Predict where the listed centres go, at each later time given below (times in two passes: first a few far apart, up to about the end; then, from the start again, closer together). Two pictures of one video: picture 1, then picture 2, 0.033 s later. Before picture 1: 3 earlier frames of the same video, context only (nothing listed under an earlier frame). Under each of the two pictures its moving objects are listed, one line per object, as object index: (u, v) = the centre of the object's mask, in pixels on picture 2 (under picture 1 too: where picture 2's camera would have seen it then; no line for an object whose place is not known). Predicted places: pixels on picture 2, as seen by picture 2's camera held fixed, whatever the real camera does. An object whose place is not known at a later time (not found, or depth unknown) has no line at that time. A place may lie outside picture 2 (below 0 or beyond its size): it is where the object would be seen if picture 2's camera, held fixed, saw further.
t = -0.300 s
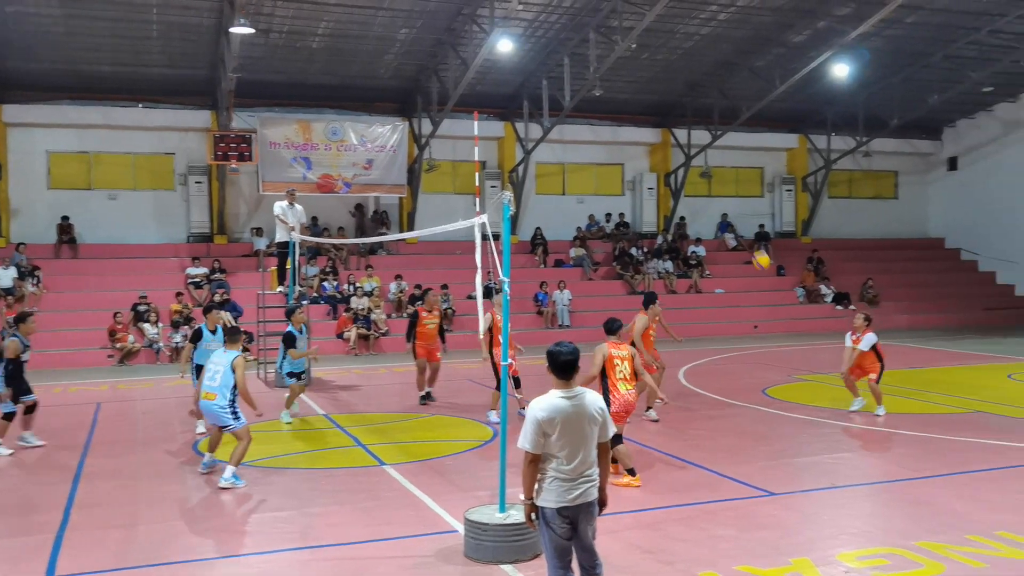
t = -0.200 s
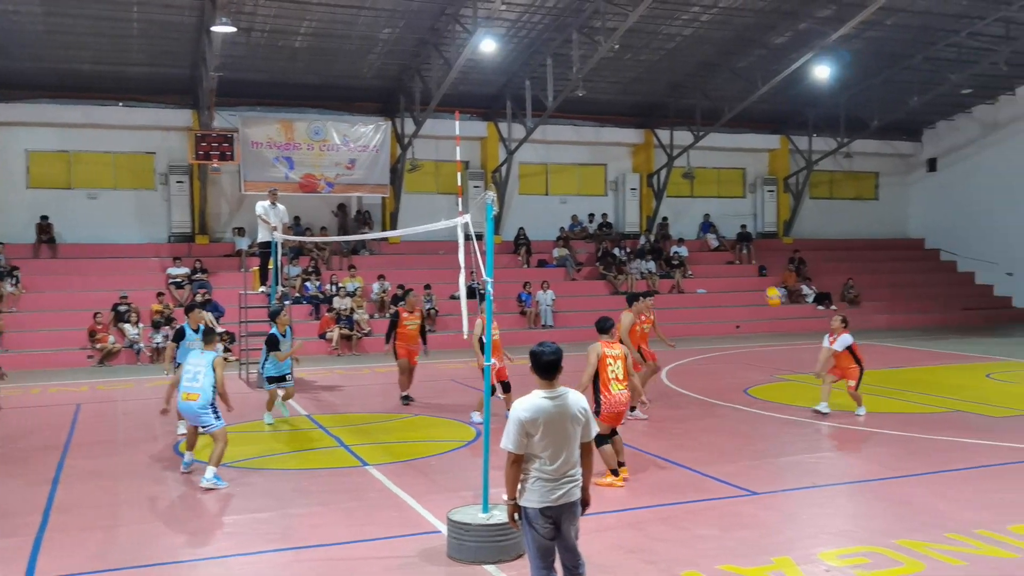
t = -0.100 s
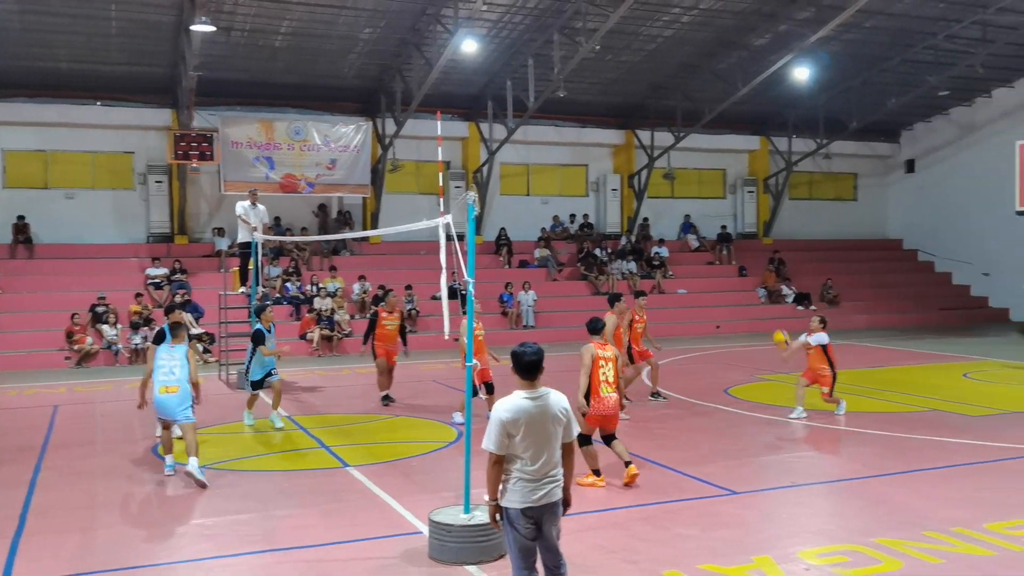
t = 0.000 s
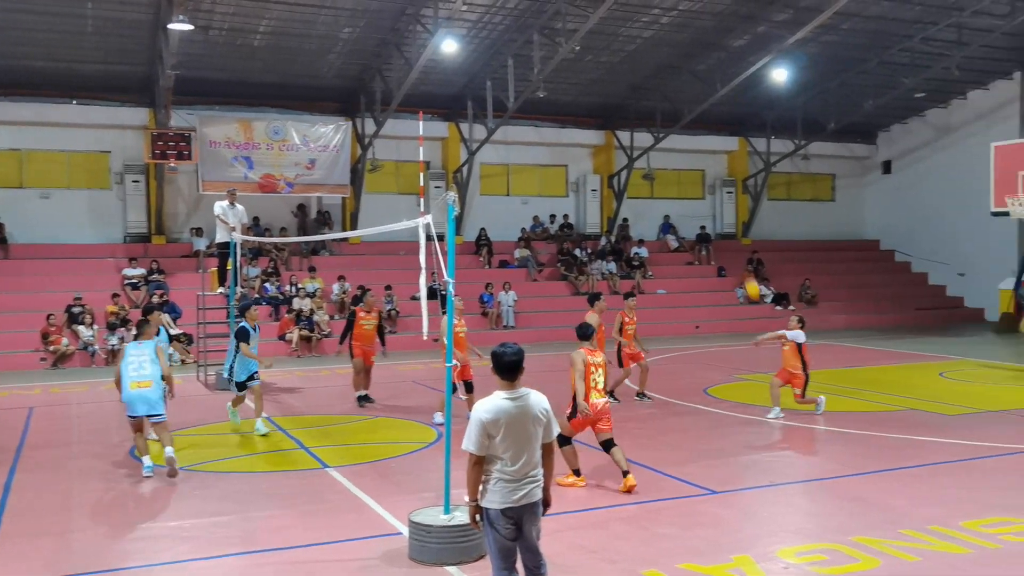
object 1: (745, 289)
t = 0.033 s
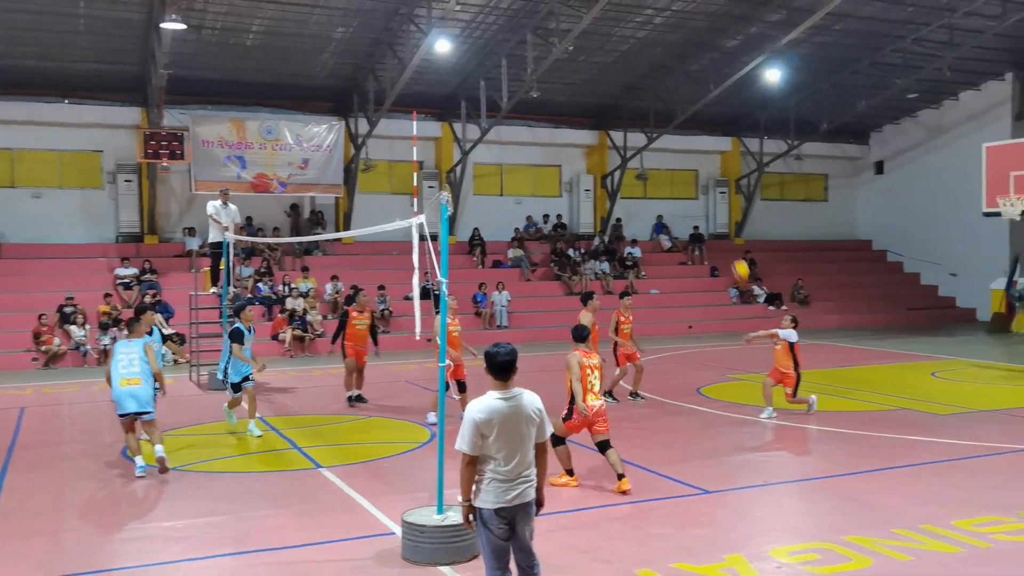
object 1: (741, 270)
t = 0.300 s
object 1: (710, 147)
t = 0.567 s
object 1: (677, 76)
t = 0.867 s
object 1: (642, 64)
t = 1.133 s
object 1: (612, 111)
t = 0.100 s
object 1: (733, 233)
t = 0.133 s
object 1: (729, 217)
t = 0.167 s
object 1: (725, 201)
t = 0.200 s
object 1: (721, 185)
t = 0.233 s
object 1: (717, 171)
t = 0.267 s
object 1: (713, 158)
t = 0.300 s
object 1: (710, 147)
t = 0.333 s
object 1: (705, 133)
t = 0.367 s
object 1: (701, 123)
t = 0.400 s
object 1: (697, 113)
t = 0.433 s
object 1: (693, 104)
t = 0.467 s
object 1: (689, 96)
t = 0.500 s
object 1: (686, 89)
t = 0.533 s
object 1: (681, 82)
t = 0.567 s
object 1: (677, 76)
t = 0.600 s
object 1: (674, 72)
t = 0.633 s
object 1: (670, 68)
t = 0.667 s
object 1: (666, 64)
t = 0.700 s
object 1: (662, 62)
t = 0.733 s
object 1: (658, 61)
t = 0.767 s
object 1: (654, 60)
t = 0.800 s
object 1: (650, 60)
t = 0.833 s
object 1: (646, 62)
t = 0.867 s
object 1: (642, 64)
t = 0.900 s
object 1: (638, 67)
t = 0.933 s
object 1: (635, 70)
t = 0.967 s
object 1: (631, 75)
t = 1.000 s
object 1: (627, 80)
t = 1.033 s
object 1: (623, 87)
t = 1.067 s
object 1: (619, 94)
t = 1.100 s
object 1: (616, 102)
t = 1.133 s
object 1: (612, 111)
